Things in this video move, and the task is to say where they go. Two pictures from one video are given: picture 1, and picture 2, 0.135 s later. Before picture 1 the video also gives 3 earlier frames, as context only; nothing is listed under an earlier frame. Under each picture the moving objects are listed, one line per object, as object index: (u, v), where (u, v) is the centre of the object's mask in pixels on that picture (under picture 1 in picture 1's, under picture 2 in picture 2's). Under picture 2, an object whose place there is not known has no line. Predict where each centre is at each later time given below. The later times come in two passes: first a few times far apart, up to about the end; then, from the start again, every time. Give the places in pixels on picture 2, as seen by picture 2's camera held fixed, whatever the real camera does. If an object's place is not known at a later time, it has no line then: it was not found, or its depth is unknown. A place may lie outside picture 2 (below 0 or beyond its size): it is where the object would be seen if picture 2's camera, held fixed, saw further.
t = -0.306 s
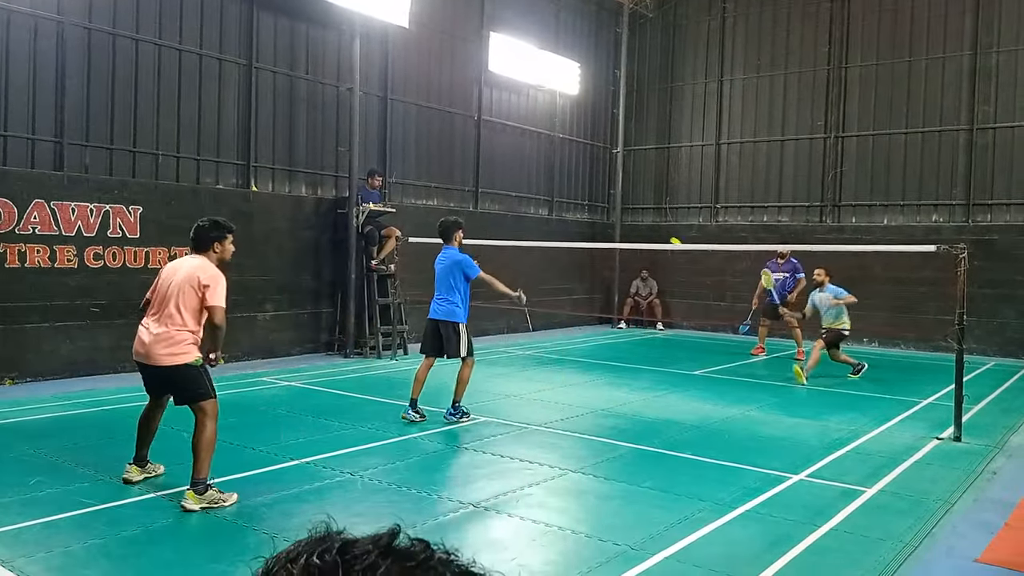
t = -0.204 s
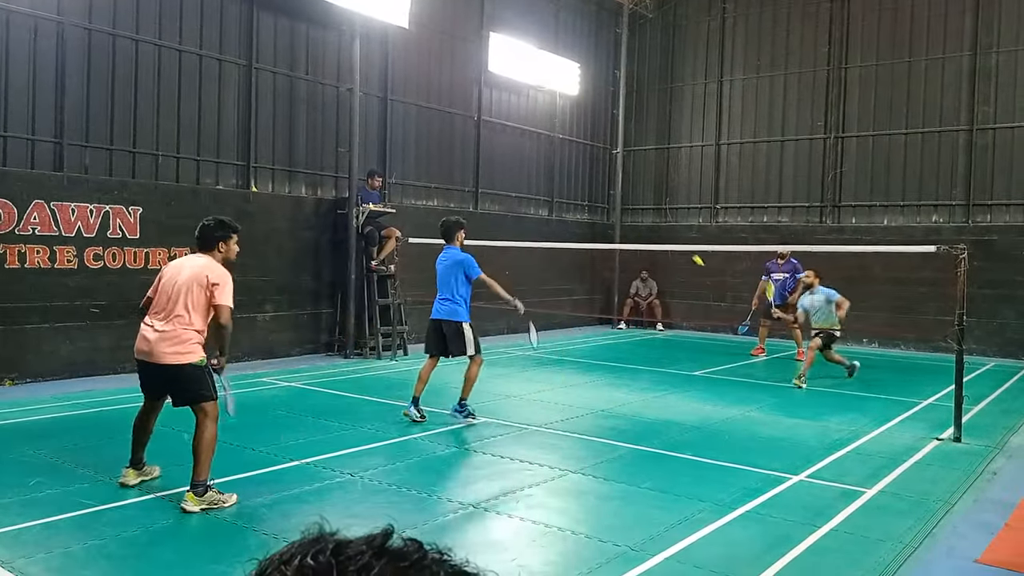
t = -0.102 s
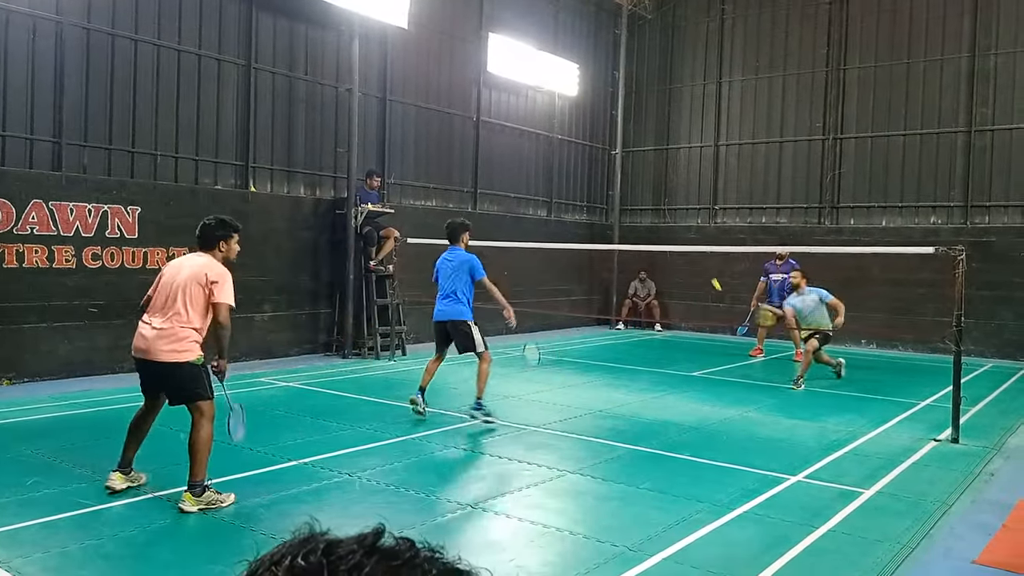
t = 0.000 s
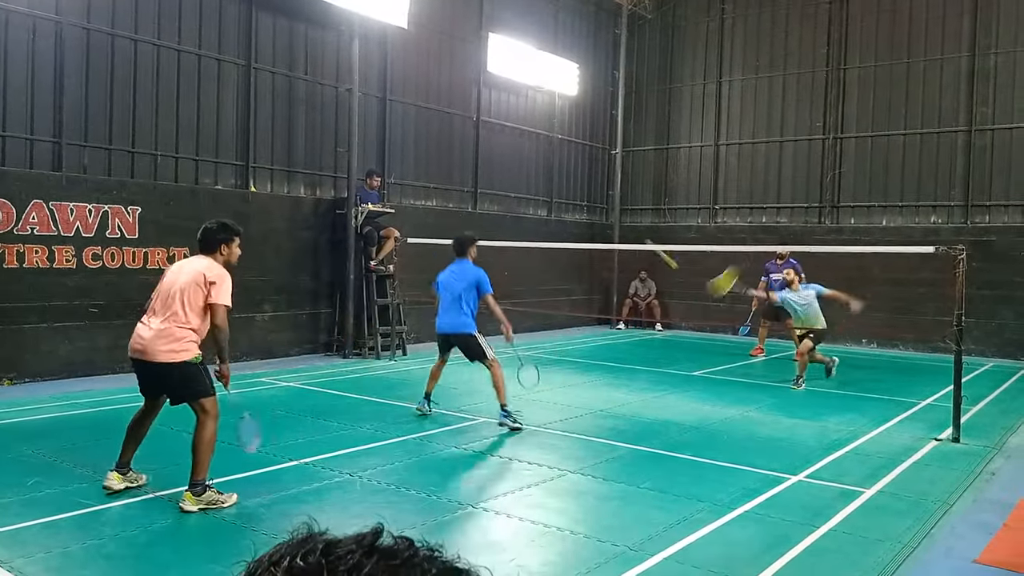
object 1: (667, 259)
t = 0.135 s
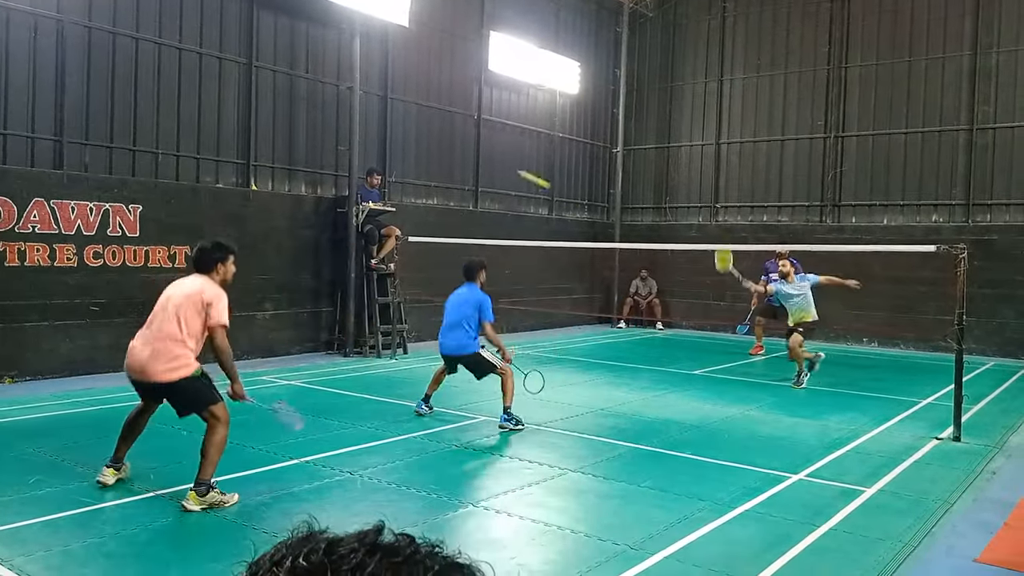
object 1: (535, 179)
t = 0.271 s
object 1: (419, 131)
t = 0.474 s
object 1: (258, 102)
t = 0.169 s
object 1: (504, 165)
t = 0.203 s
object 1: (476, 153)
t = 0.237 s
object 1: (447, 141)
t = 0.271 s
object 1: (419, 131)
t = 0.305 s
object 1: (392, 124)
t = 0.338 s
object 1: (365, 116)
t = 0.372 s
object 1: (338, 111)
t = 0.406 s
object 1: (311, 106)
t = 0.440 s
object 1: (284, 103)
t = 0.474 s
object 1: (258, 102)
